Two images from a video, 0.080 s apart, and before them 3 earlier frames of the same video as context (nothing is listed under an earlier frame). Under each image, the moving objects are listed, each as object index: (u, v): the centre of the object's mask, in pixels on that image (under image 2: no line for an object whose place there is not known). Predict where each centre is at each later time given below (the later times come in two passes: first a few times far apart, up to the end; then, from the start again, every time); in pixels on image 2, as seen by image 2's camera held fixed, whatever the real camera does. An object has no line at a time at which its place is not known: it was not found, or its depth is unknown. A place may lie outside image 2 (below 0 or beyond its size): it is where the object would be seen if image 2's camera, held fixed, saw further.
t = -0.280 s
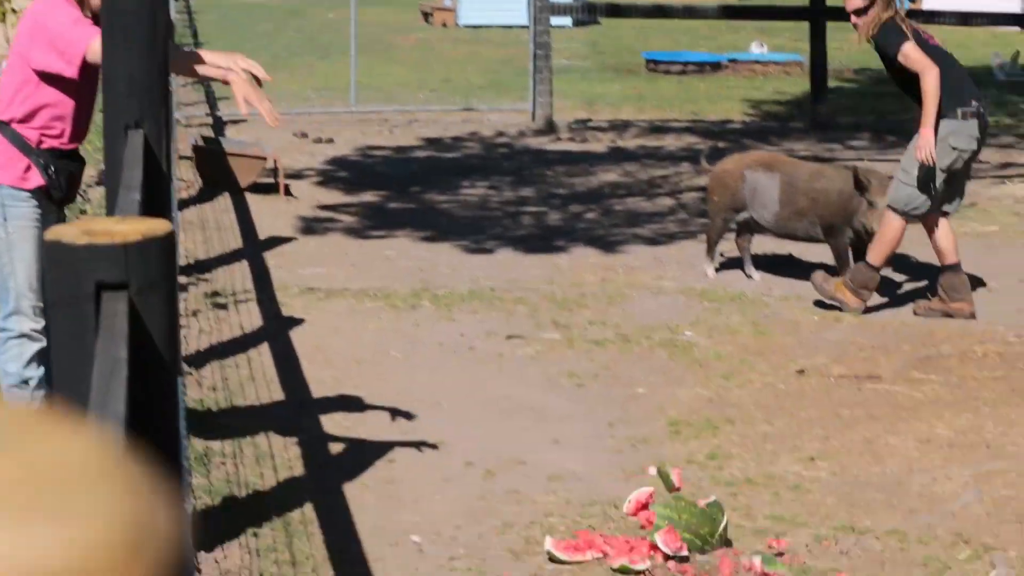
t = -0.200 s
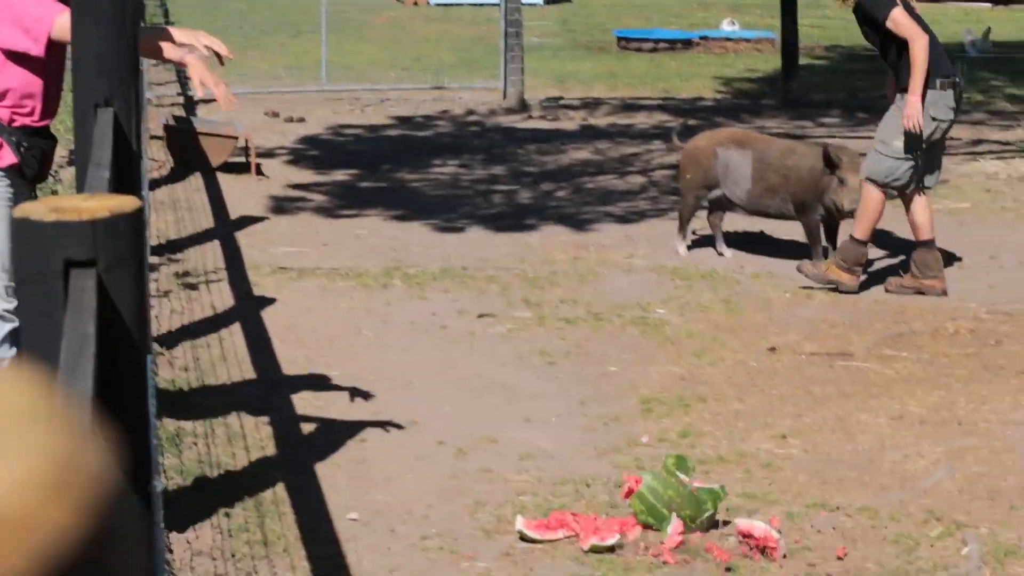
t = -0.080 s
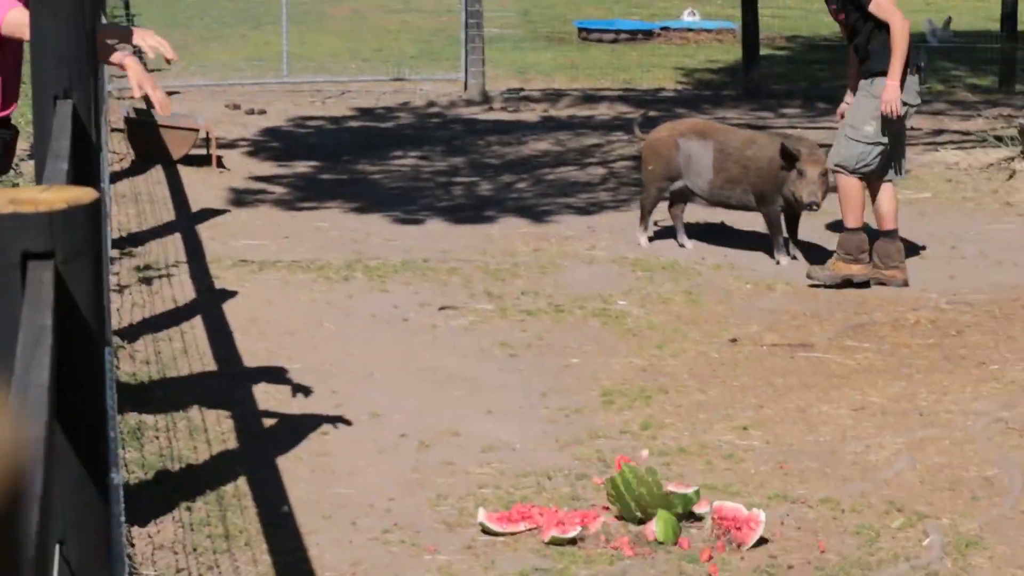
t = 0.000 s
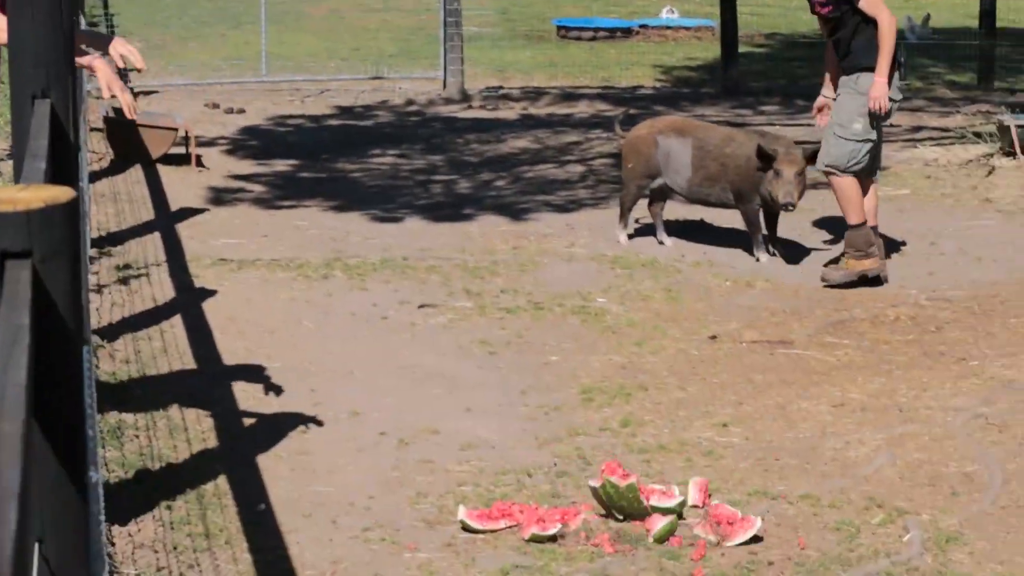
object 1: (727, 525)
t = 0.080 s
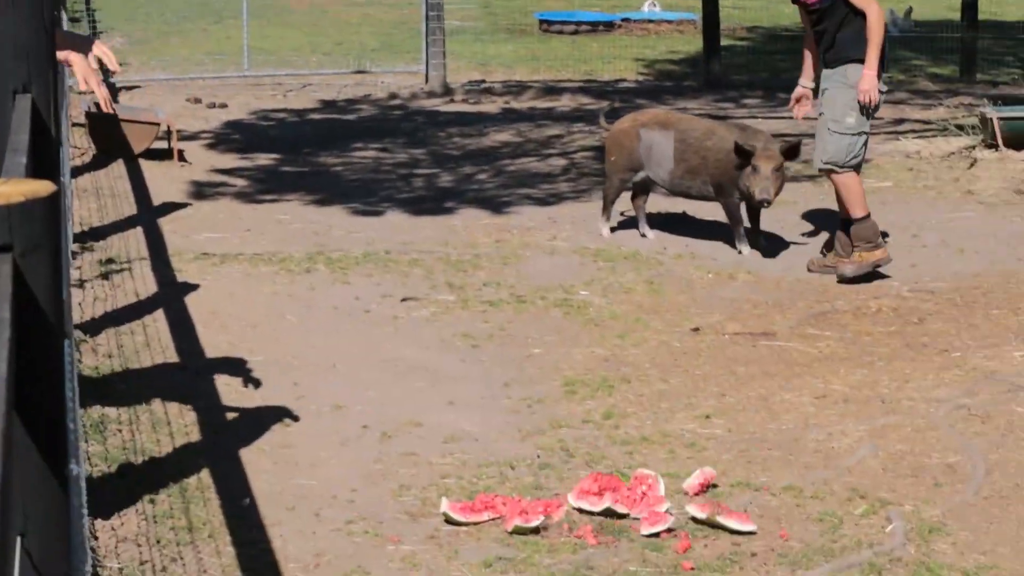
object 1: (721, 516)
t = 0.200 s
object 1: (732, 516)
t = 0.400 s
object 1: (734, 518)
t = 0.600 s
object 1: (734, 518)
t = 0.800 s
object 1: (735, 517)
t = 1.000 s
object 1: (735, 517)
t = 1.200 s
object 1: (735, 518)
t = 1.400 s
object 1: (734, 518)
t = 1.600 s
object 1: (734, 519)
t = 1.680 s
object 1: (734, 519)
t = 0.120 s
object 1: (727, 517)
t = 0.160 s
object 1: (729, 515)
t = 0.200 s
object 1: (732, 516)
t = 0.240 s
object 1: (733, 518)
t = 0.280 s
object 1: (732, 518)
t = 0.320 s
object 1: (732, 518)
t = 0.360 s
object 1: (732, 518)
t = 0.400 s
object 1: (734, 518)
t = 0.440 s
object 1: (735, 518)
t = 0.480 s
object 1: (735, 517)
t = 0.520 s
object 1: (734, 517)
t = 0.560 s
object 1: (734, 517)
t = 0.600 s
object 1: (734, 518)
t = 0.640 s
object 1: (735, 518)
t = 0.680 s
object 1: (735, 517)
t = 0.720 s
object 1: (735, 517)
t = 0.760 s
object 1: (735, 517)
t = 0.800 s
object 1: (735, 517)
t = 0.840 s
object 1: (735, 517)
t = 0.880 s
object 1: (735, 517)
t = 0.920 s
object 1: (735, 517)
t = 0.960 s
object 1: (735, 517)
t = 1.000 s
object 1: (735, 517)
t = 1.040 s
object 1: (735, 517)
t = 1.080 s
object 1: (735, 517)
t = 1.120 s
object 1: (735, 517)
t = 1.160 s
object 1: (735, 518)
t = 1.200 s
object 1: (735, 518)
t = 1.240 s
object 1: (735, 518)
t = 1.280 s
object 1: (735, 518)
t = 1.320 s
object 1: (735, 518)
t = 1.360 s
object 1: (735, 518)
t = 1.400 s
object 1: (734, 518)
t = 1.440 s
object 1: (734, 519)
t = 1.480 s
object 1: (734, 519)
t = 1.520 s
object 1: (734, 518)
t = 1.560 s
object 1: (734, 519)
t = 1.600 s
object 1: (734, 519)
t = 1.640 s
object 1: (734, 519)
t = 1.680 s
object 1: (734, 519)
